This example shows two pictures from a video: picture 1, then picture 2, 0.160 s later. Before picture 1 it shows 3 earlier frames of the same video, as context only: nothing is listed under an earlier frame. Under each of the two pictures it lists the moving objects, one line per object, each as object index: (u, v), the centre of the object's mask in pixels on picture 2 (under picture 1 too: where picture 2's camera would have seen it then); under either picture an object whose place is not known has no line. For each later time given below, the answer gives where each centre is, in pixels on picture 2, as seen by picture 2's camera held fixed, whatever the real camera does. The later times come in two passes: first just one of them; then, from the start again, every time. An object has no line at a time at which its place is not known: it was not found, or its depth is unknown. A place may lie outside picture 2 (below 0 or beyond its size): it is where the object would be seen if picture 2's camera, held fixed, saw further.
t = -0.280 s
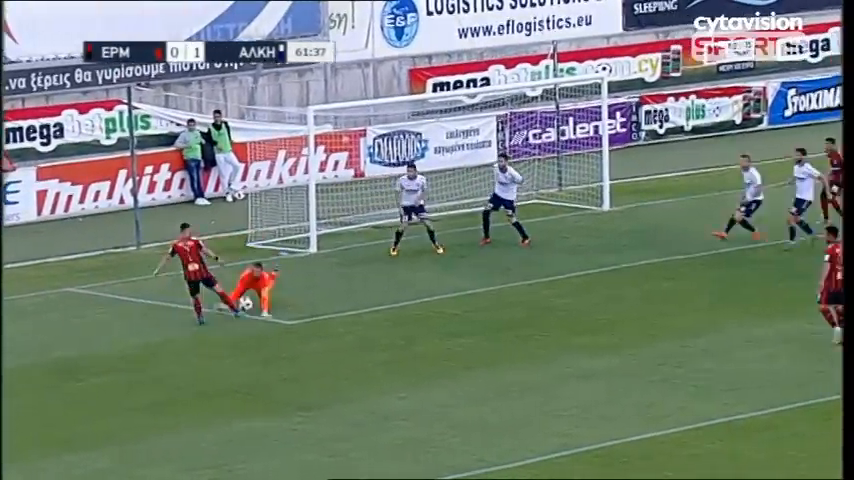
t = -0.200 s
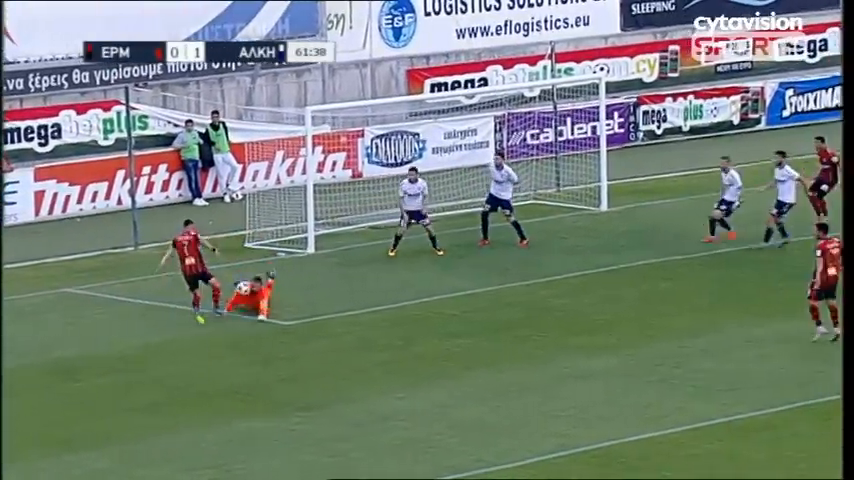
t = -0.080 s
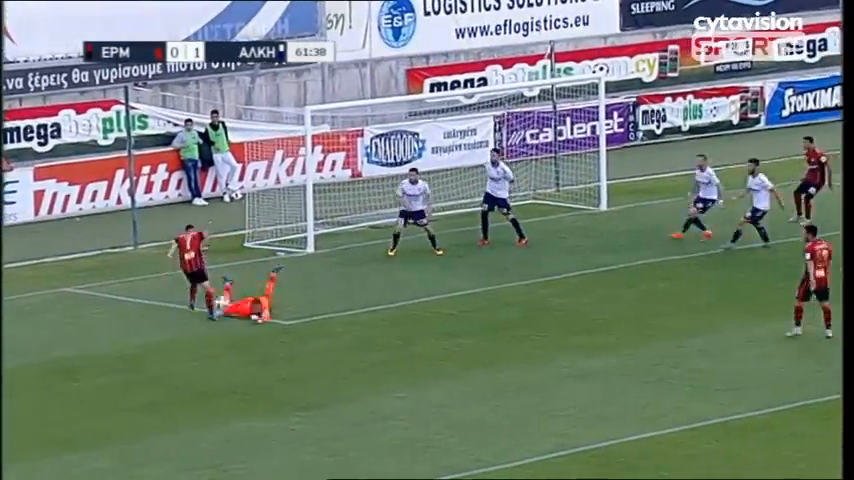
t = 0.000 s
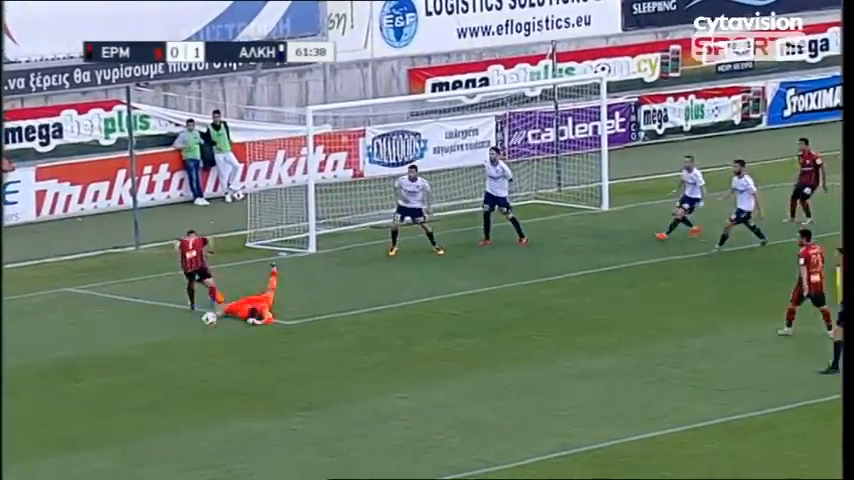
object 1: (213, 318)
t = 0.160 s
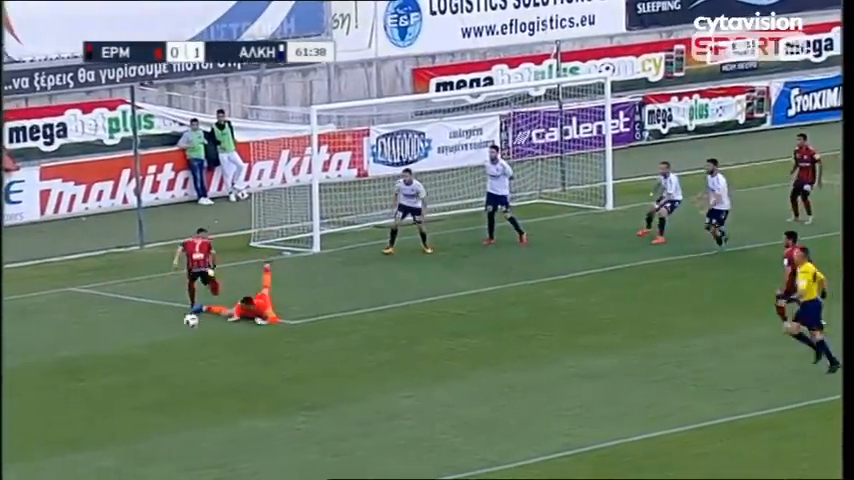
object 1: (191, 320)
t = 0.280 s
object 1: (174, 325)
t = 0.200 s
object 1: (185, 321)
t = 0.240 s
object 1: (180, 323)
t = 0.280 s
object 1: (174, 325)
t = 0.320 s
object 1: (169, 329)
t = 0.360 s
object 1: (164, 334)
